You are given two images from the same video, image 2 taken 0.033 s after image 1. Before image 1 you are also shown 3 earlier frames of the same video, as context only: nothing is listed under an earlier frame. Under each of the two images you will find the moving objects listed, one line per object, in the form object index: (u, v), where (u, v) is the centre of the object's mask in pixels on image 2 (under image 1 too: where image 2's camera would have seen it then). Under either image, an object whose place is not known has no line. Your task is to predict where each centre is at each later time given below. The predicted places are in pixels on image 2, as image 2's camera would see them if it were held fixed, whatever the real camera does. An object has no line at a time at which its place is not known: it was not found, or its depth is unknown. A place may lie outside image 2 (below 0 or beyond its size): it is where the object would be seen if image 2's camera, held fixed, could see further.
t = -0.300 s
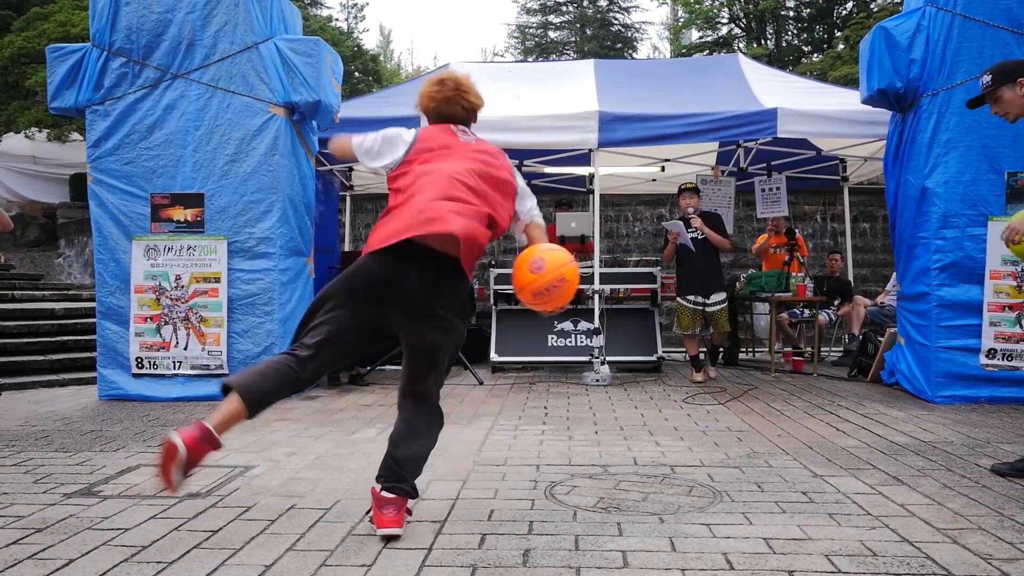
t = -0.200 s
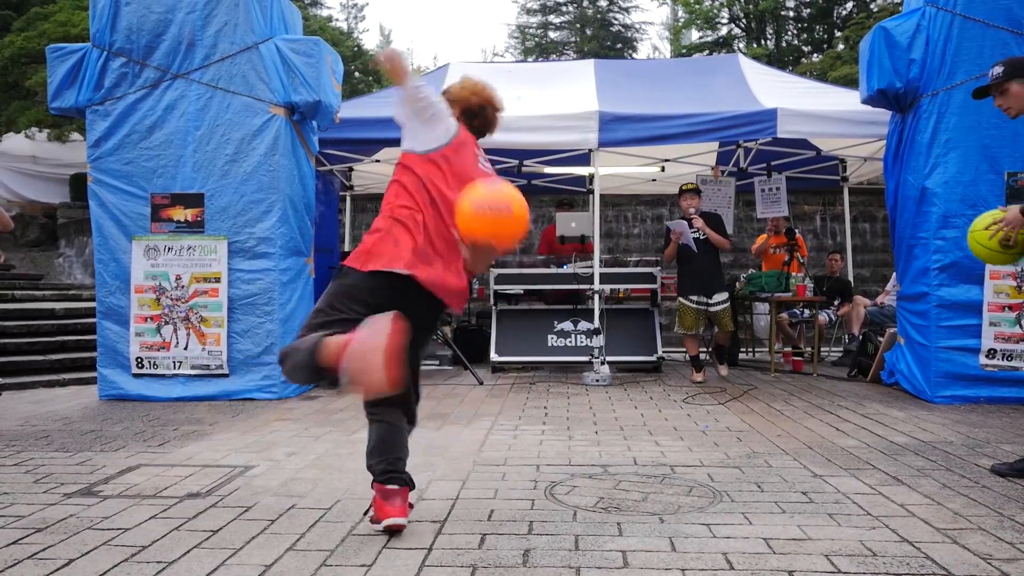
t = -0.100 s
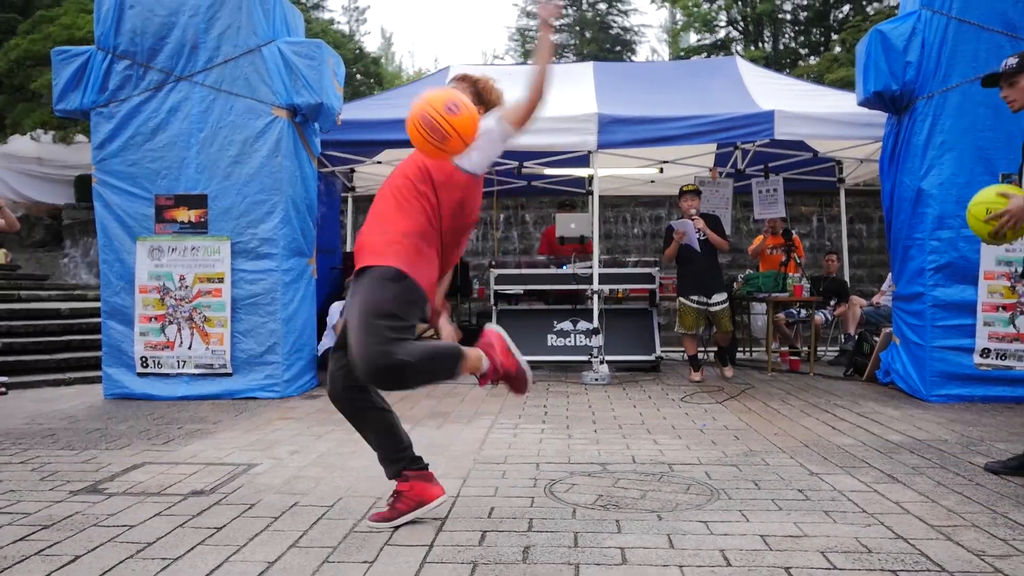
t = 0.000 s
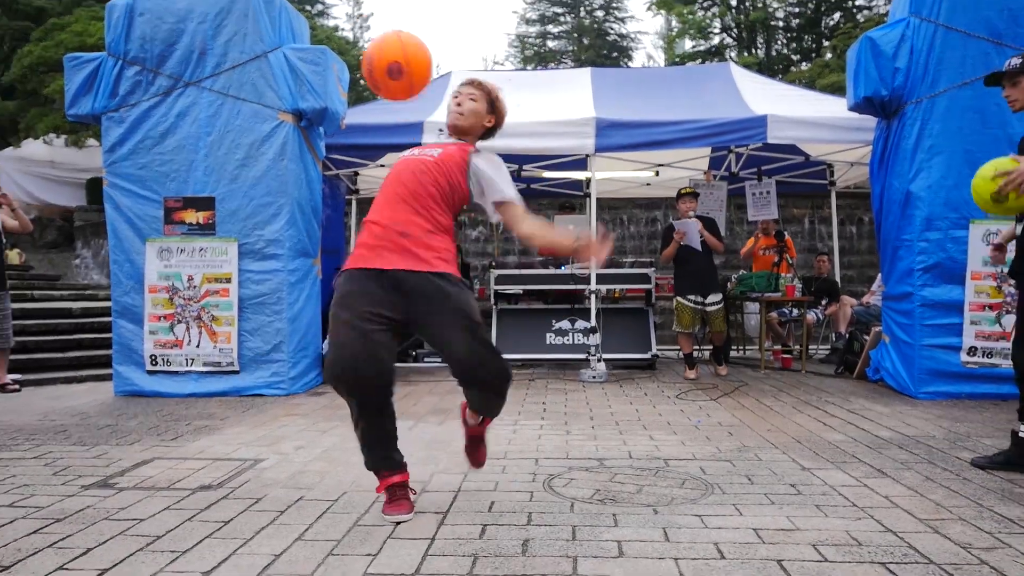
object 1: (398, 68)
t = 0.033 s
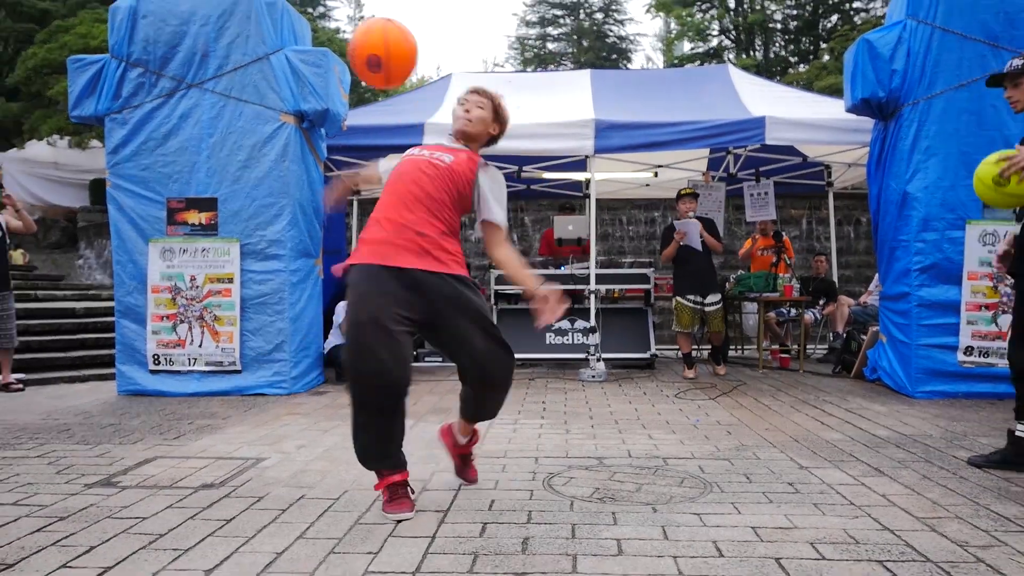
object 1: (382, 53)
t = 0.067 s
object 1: (367, 41)
